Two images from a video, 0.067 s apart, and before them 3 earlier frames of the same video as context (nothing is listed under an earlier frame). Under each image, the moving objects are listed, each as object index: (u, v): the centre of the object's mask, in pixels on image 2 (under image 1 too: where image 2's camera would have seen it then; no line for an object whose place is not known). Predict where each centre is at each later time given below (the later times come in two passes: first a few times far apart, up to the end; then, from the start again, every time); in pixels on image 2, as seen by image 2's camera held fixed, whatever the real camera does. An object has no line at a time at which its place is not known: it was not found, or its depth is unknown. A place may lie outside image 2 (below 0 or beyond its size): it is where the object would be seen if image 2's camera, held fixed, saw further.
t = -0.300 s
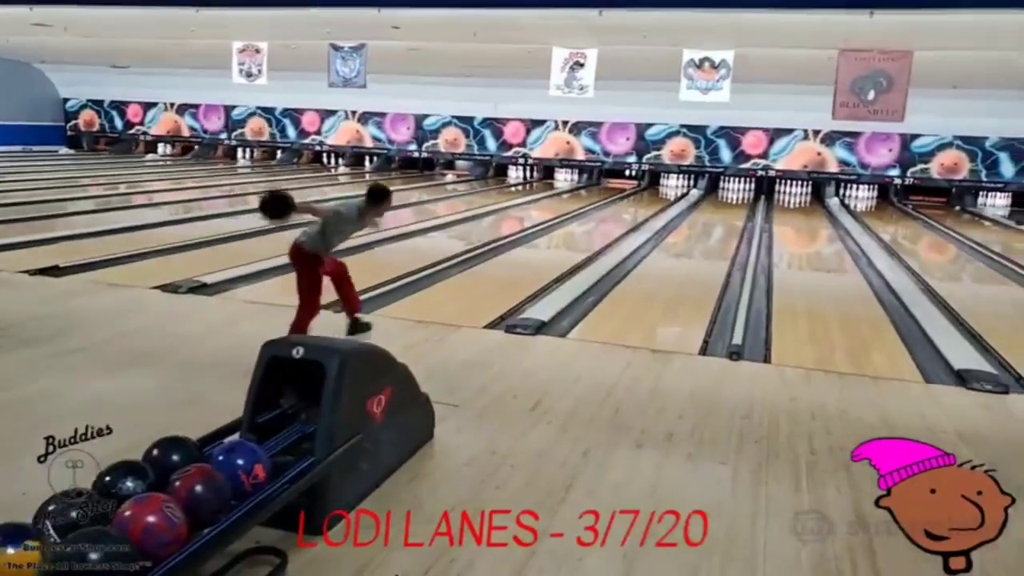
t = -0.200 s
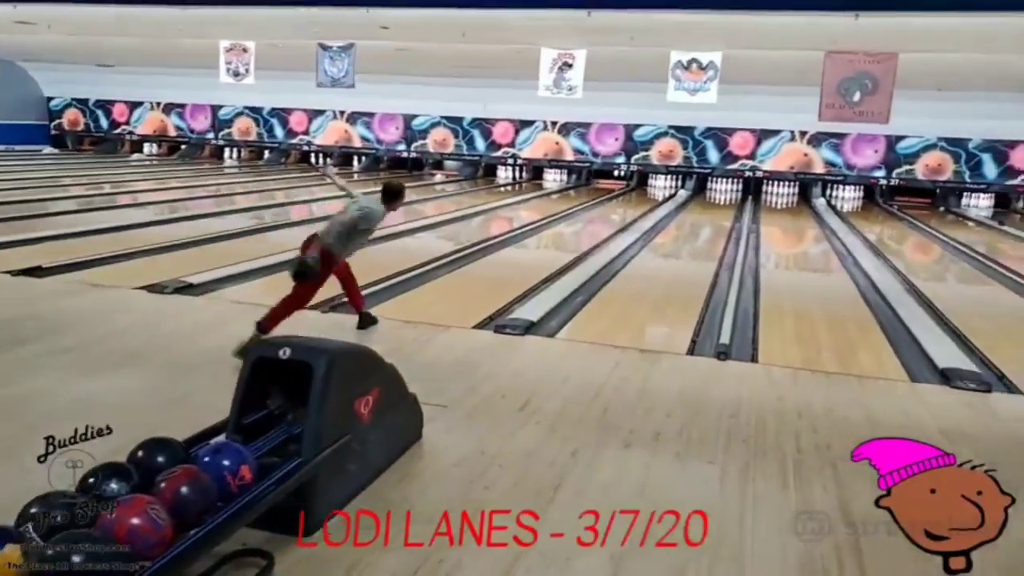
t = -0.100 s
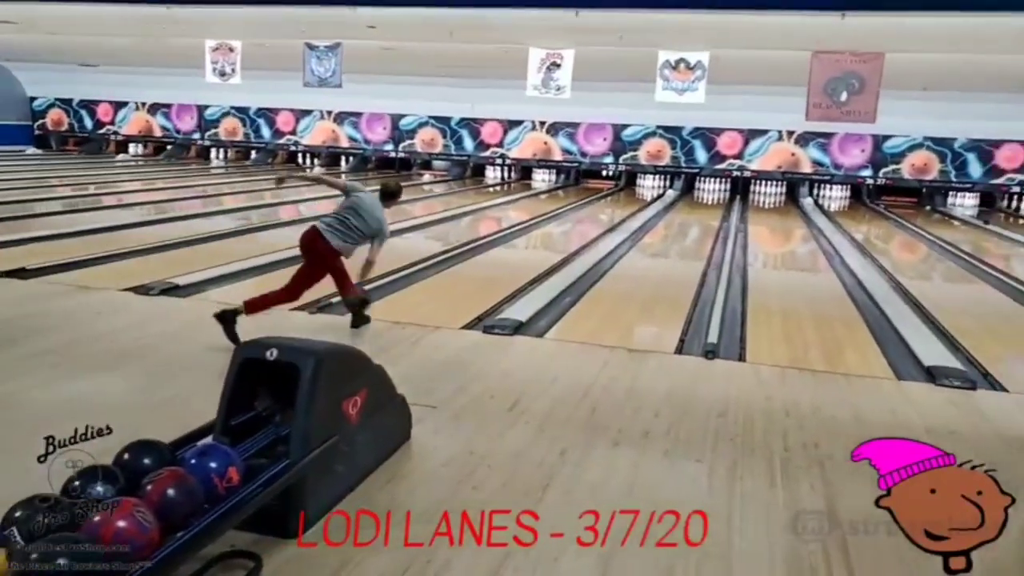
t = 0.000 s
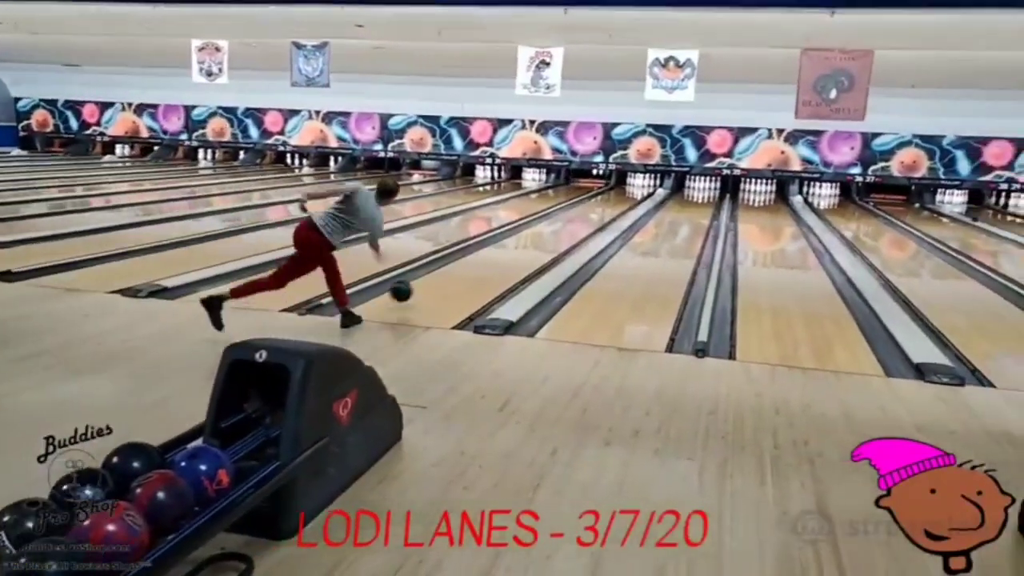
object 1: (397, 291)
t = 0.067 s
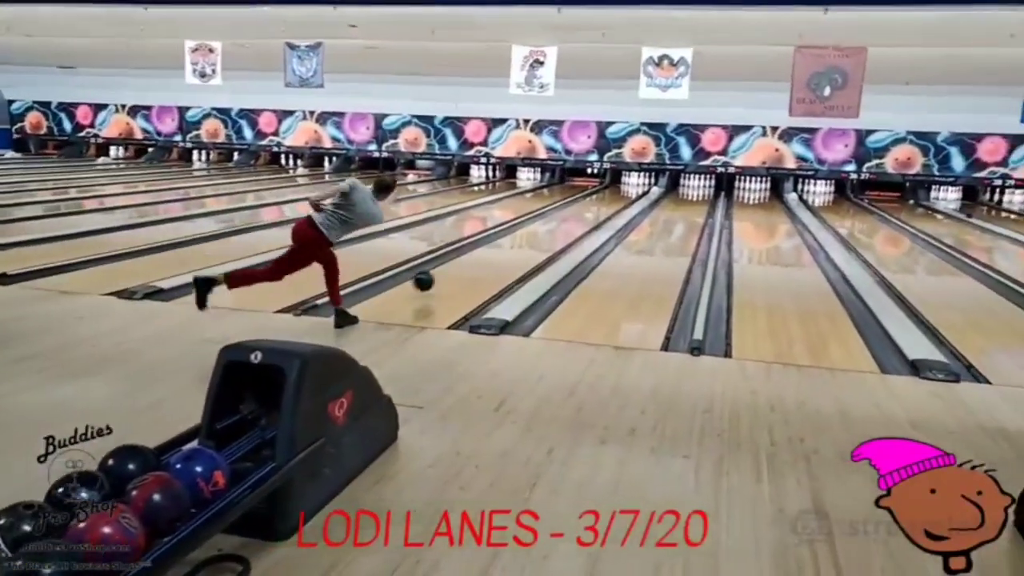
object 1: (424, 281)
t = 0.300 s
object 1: (492, 253)
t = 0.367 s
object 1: (506, 246)
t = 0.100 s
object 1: (436, 278)
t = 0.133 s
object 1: (447, 276)
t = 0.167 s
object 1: (458, 271)
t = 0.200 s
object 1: (468, 266)
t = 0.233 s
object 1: (478, 262)
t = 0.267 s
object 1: (485, 257)
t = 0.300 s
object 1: (492, 253)
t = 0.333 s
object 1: (500, 250)
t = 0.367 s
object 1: (506, 246)
